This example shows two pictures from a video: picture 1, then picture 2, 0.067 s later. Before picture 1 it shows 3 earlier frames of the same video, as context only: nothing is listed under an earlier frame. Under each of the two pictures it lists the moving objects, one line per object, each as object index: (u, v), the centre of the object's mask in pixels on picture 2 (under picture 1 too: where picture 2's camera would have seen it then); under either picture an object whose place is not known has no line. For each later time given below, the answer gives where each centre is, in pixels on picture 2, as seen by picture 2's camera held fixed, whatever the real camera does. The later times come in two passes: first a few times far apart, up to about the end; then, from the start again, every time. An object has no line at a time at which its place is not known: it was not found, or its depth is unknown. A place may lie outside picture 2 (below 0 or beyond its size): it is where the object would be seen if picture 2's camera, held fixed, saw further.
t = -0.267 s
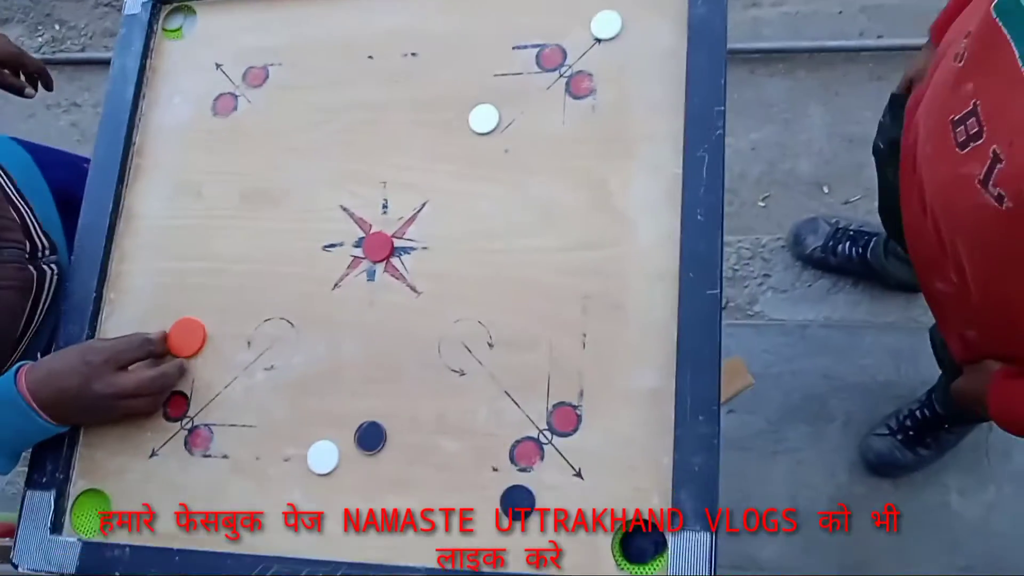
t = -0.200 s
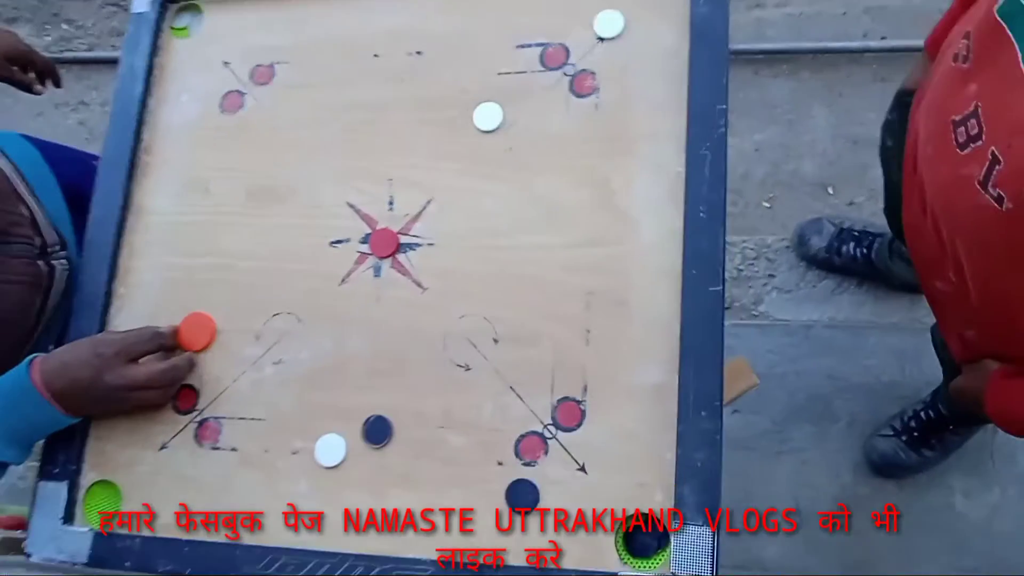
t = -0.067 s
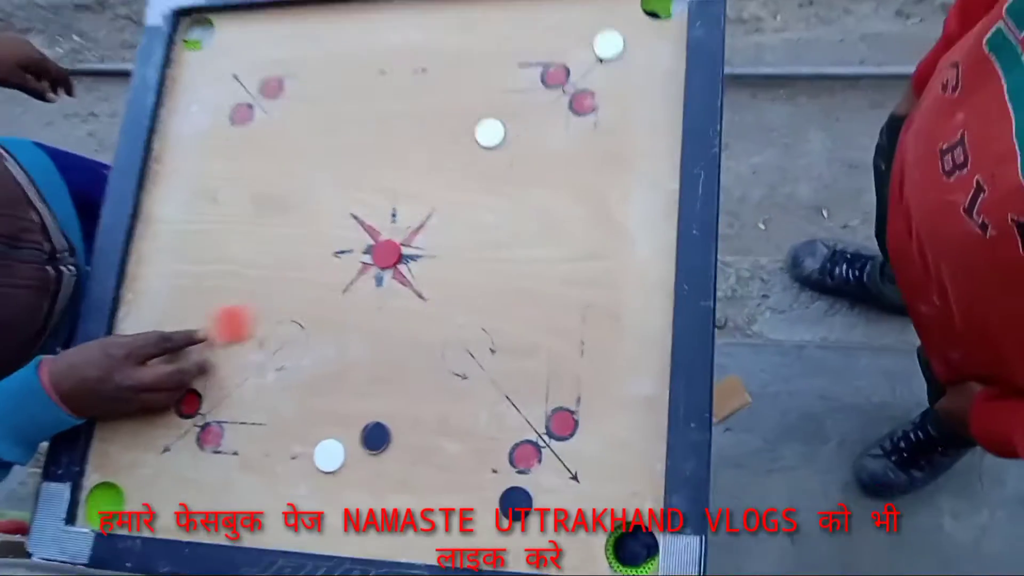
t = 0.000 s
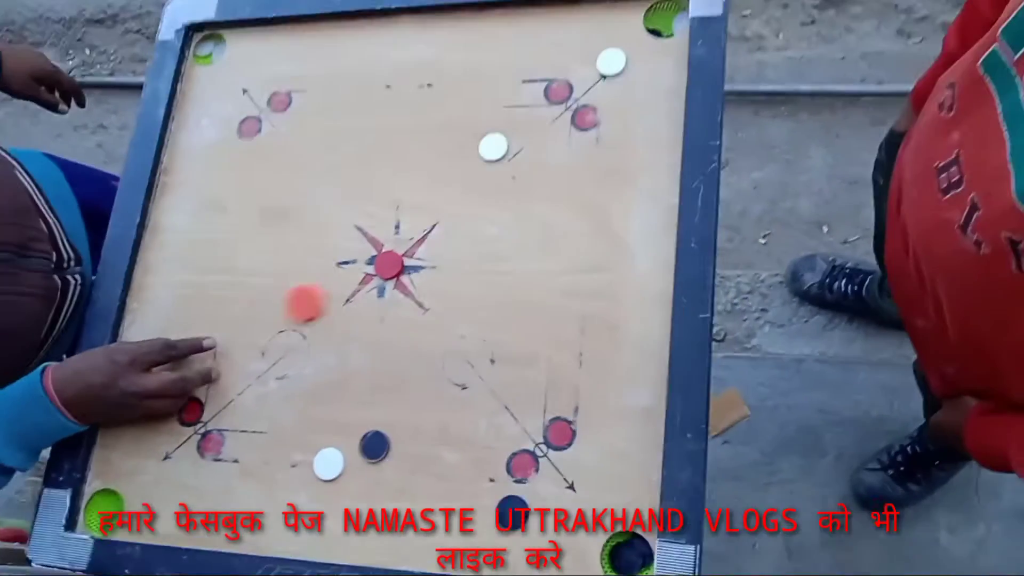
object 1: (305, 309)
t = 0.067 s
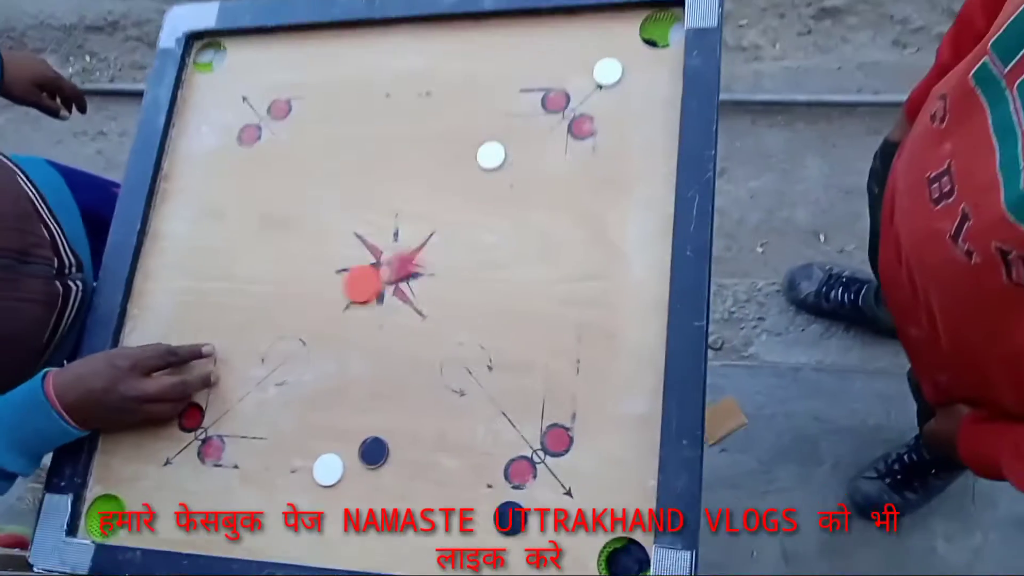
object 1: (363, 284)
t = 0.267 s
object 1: (418, 256)
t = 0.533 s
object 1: (427, 250)
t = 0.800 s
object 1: (427, 250)
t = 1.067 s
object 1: (427, 250)
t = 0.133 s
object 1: (387, 273)
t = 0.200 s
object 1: (406, 263)
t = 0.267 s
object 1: (418, 256)
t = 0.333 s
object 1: (425, 252)
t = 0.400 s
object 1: (427, 250)
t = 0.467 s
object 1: (427, 250)
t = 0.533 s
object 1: (427, 250)
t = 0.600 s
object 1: (427, 250)
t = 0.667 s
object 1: (427, 250)
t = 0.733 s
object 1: (427, 250)
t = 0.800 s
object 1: (427, 250)
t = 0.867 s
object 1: (427, 250)
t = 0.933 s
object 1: (427, 250)
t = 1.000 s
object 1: (427, 250)
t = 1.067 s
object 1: (427, 250)
